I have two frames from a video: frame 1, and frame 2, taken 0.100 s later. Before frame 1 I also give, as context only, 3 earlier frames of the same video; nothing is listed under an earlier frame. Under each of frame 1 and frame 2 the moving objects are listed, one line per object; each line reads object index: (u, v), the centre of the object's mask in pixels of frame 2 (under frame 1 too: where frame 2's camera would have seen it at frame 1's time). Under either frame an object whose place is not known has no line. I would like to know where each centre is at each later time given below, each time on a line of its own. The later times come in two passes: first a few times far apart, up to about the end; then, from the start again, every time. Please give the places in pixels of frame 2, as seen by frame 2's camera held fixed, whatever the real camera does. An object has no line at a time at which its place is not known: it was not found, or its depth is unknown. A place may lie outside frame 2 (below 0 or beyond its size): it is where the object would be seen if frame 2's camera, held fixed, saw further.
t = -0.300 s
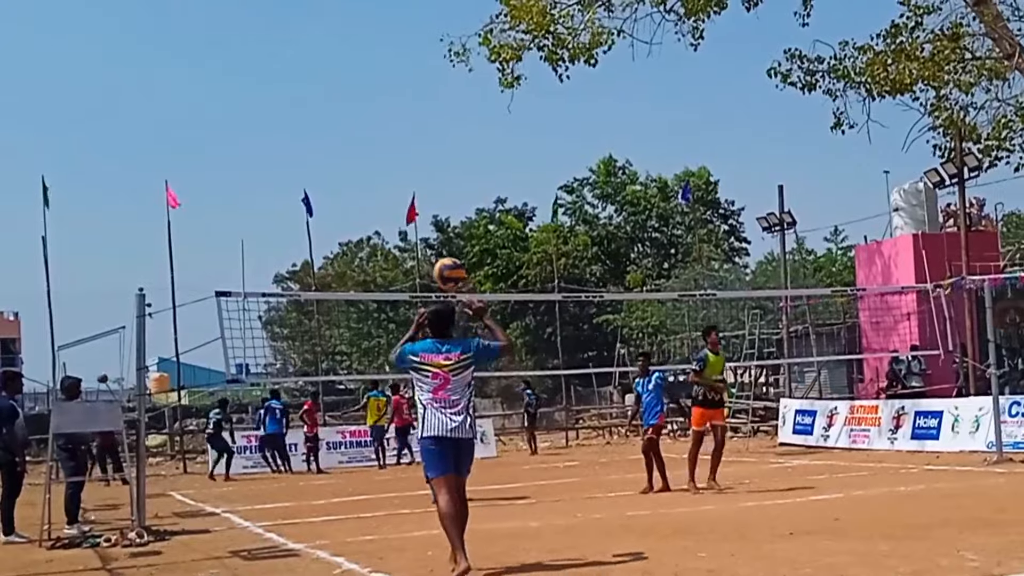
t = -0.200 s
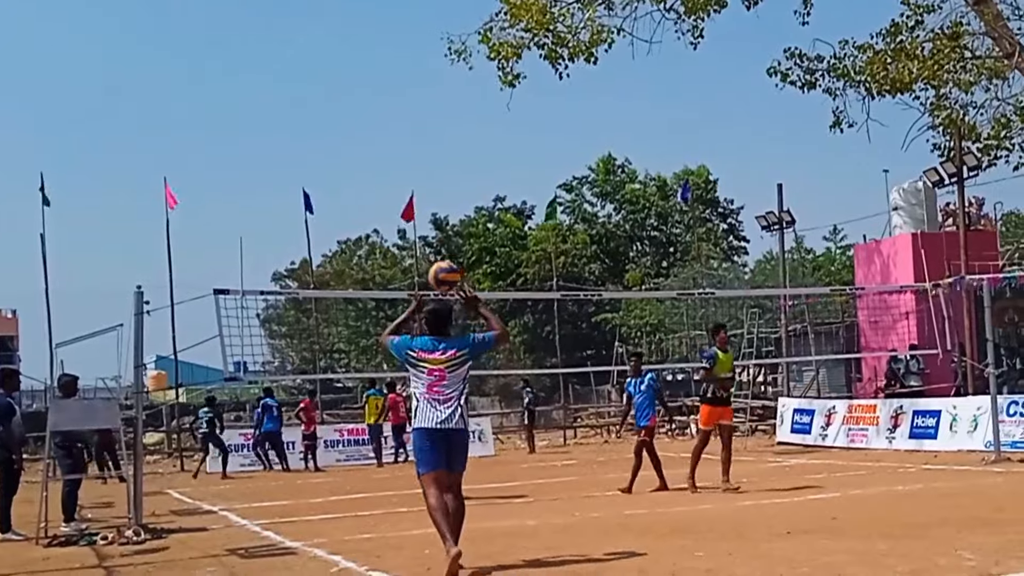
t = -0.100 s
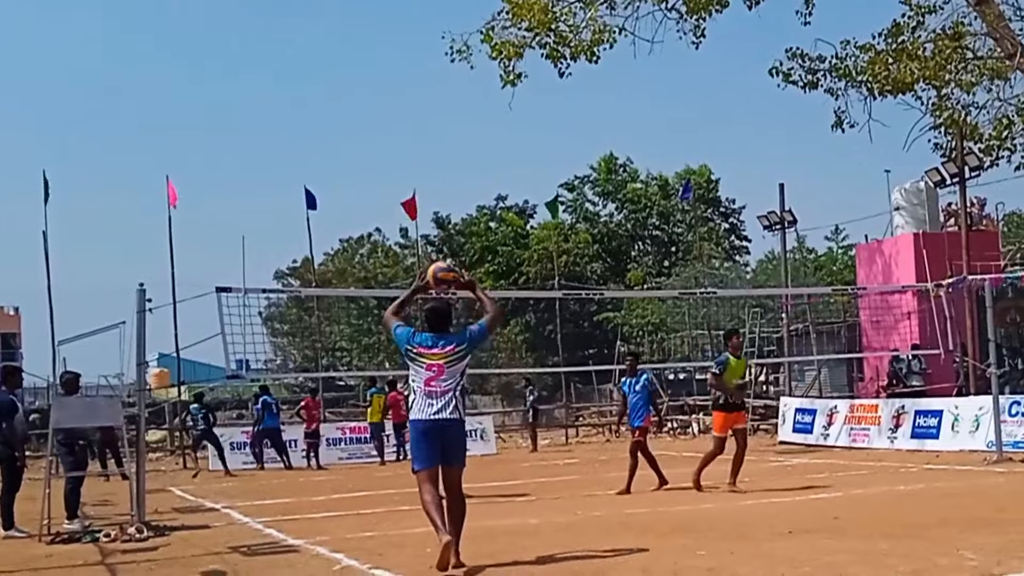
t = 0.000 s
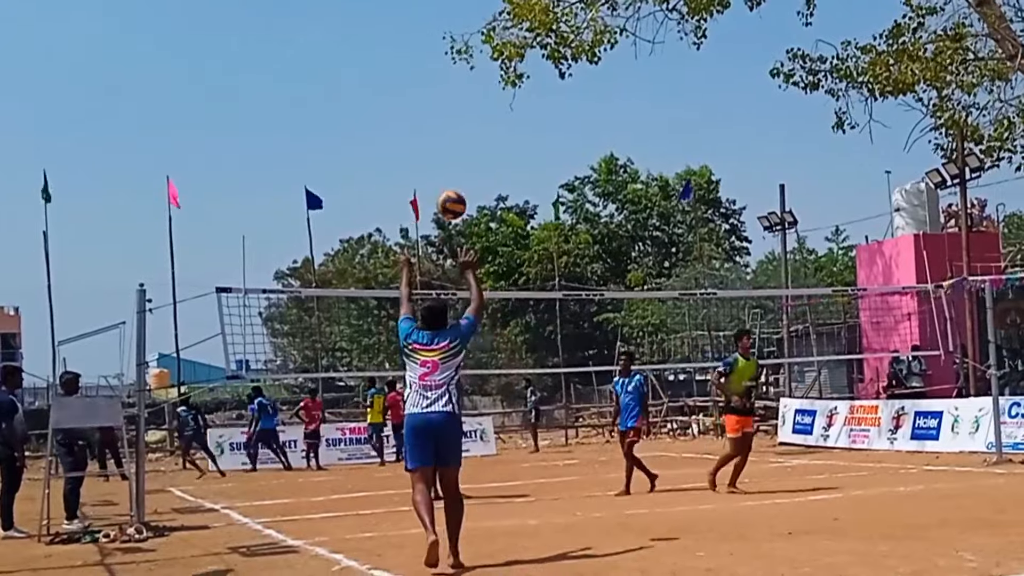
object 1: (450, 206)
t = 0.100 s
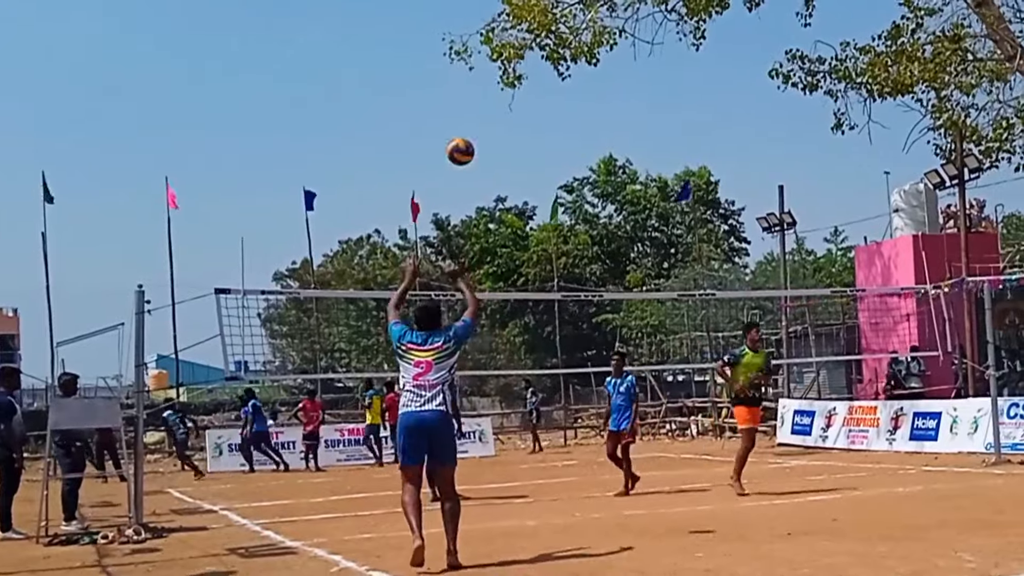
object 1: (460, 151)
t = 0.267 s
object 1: (474, 100)
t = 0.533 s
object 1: (494, 95)
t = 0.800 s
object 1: (511, 161)
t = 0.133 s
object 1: (463, 137)
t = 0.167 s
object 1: (466, 125)
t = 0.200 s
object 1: (469, 116)
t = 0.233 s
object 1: (472, 107)
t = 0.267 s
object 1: (474, 100)
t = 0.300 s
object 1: (477, 95)
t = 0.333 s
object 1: (480, 91)
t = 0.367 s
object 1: (483, 89)
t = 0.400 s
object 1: (485, 88)
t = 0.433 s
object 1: (487, 88)
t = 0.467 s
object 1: (489, 90)
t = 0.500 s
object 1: (492, 91)
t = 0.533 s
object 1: (494, 95)
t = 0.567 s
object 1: (496, 100)
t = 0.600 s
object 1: (498, 106)
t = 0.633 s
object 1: (501, 113)
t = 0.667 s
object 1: (503, 121)
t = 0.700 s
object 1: (505, 130)
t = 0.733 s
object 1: (507, 139)
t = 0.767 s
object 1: (509, 149)
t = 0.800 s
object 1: (511, 161)
